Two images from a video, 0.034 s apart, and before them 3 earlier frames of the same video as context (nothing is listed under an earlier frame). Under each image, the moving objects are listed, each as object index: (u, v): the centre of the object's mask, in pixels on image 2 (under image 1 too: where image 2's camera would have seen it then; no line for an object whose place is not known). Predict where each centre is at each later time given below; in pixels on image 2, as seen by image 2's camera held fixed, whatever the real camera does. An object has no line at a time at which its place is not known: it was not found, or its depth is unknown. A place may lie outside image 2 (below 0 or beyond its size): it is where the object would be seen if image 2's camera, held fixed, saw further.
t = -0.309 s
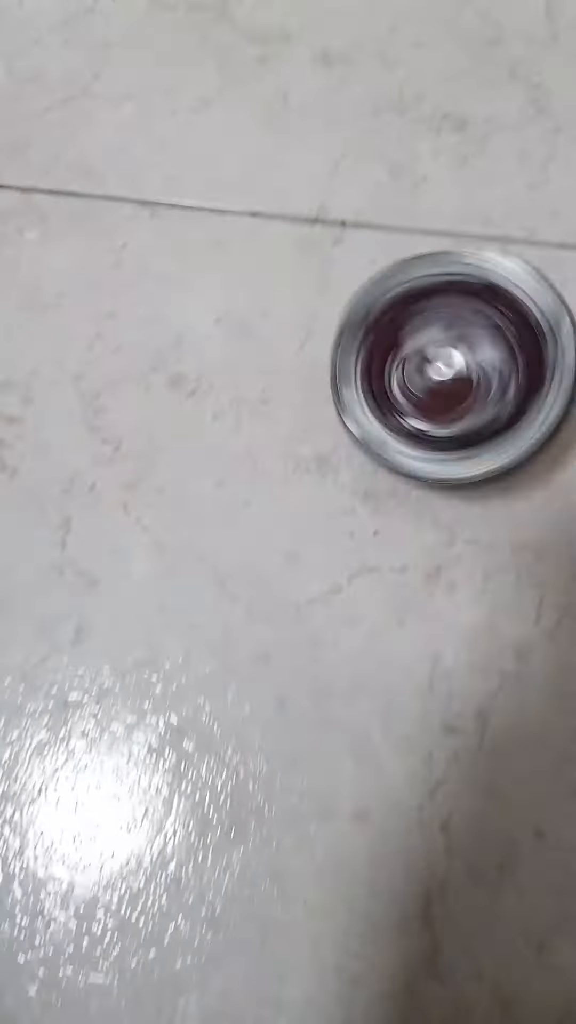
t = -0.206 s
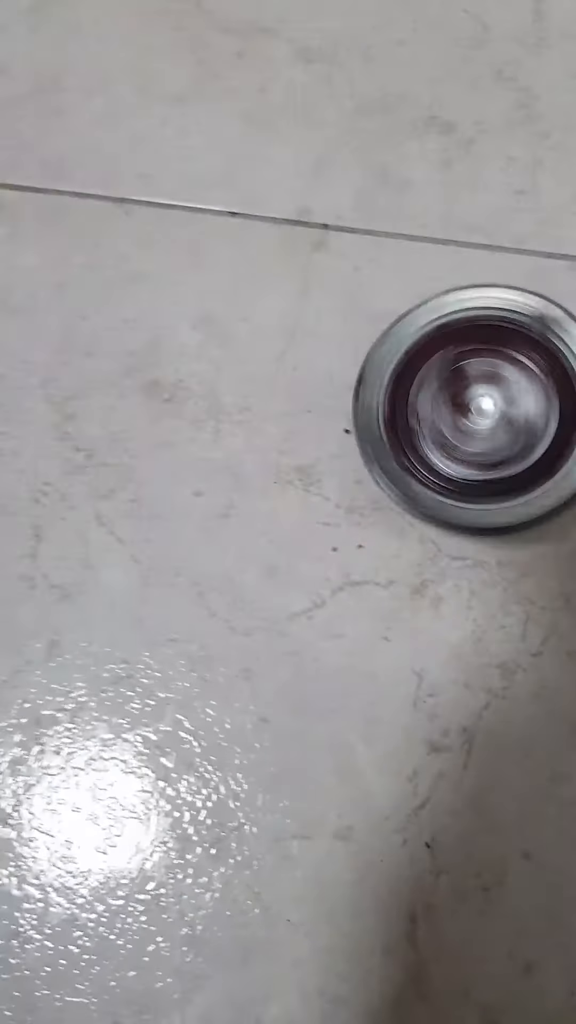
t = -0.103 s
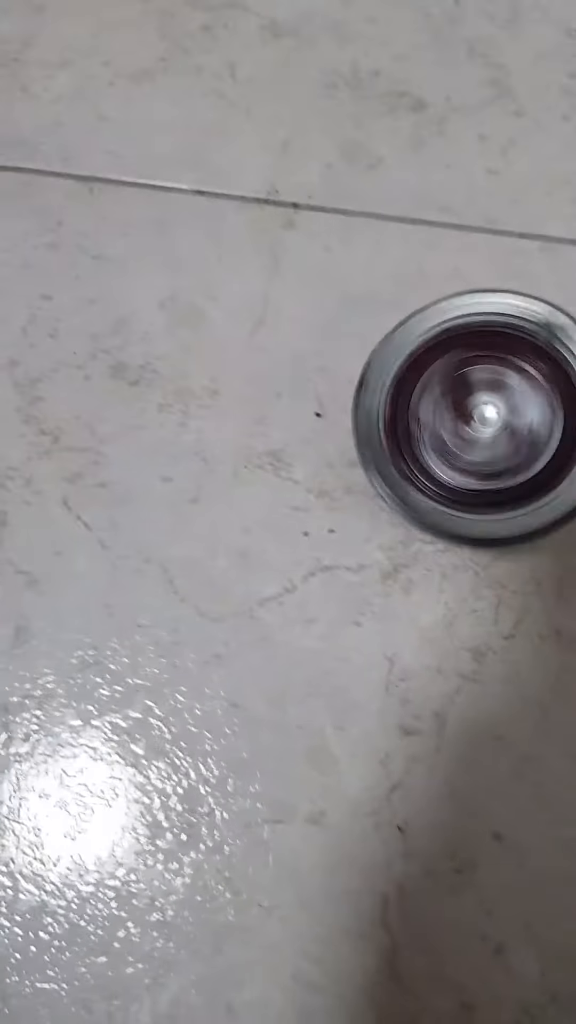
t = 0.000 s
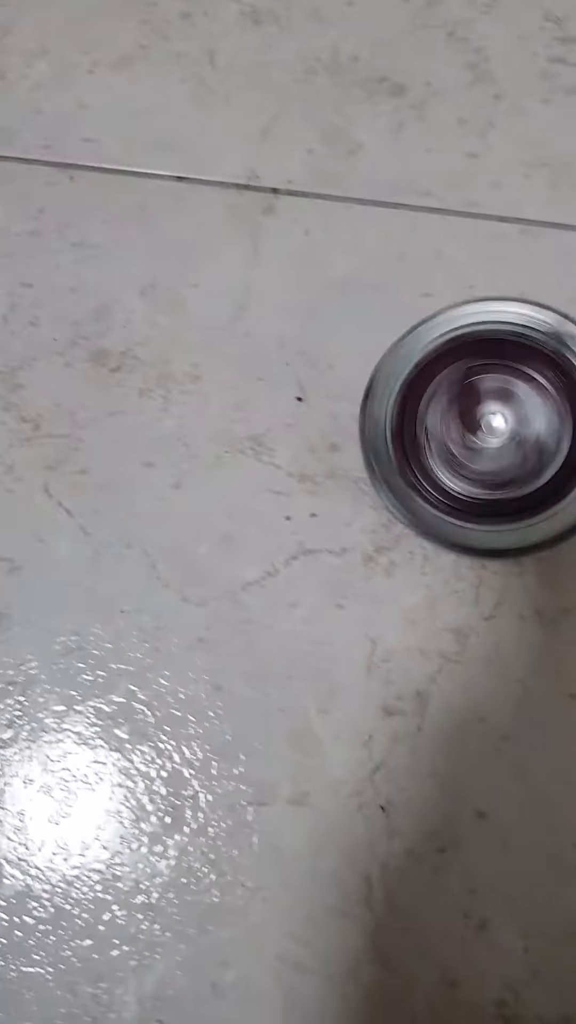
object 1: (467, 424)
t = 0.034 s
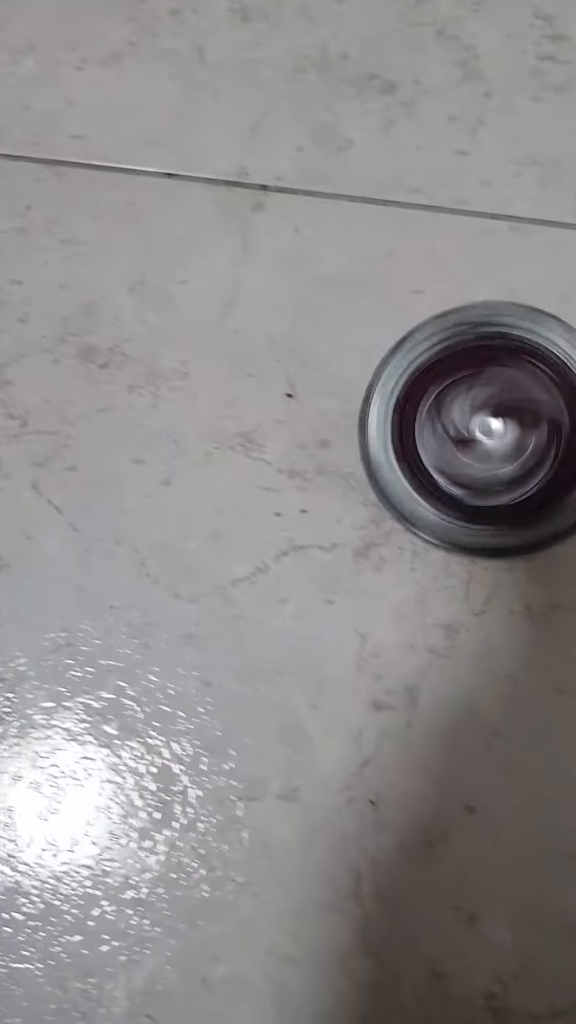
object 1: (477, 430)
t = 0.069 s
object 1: (486, 446)
